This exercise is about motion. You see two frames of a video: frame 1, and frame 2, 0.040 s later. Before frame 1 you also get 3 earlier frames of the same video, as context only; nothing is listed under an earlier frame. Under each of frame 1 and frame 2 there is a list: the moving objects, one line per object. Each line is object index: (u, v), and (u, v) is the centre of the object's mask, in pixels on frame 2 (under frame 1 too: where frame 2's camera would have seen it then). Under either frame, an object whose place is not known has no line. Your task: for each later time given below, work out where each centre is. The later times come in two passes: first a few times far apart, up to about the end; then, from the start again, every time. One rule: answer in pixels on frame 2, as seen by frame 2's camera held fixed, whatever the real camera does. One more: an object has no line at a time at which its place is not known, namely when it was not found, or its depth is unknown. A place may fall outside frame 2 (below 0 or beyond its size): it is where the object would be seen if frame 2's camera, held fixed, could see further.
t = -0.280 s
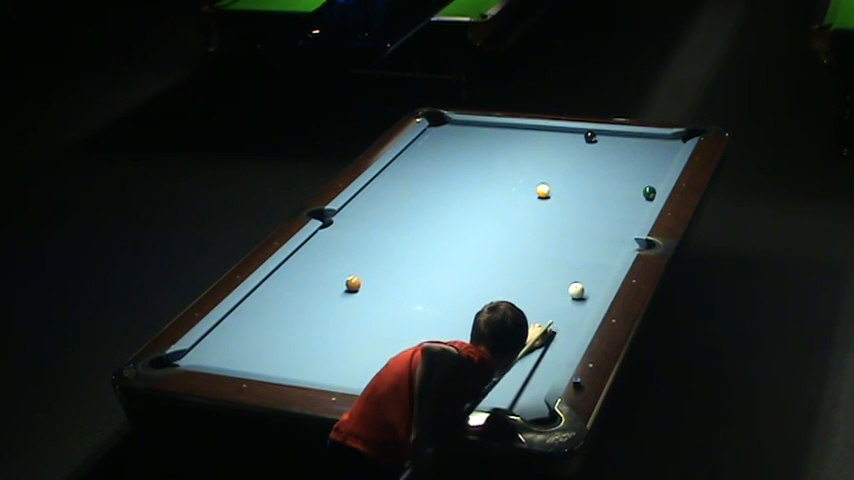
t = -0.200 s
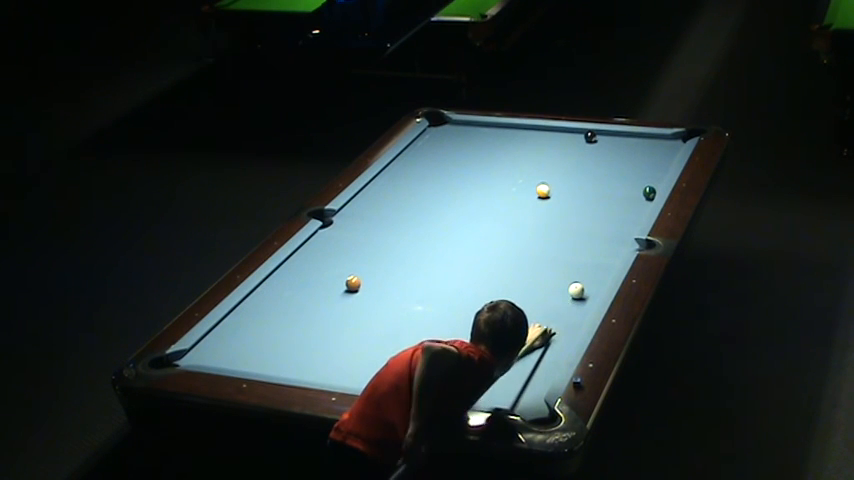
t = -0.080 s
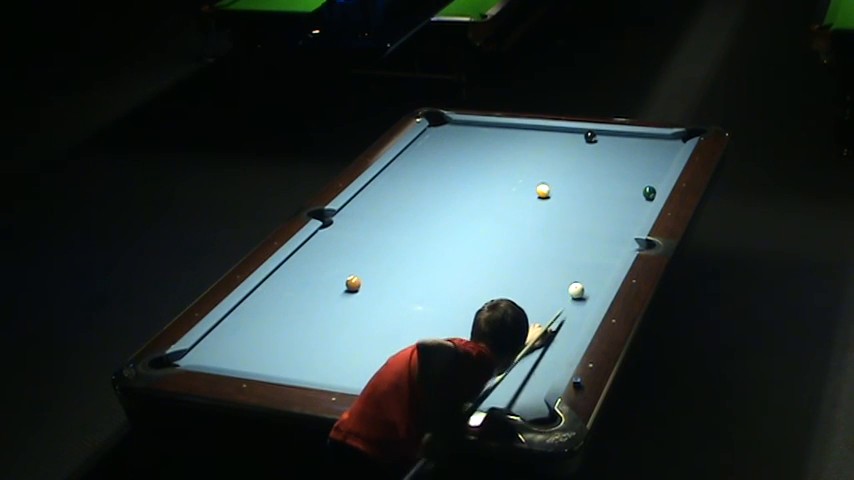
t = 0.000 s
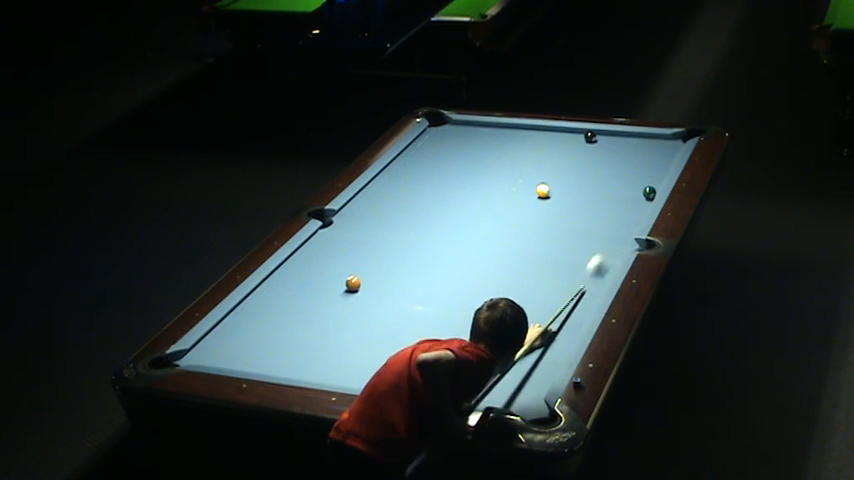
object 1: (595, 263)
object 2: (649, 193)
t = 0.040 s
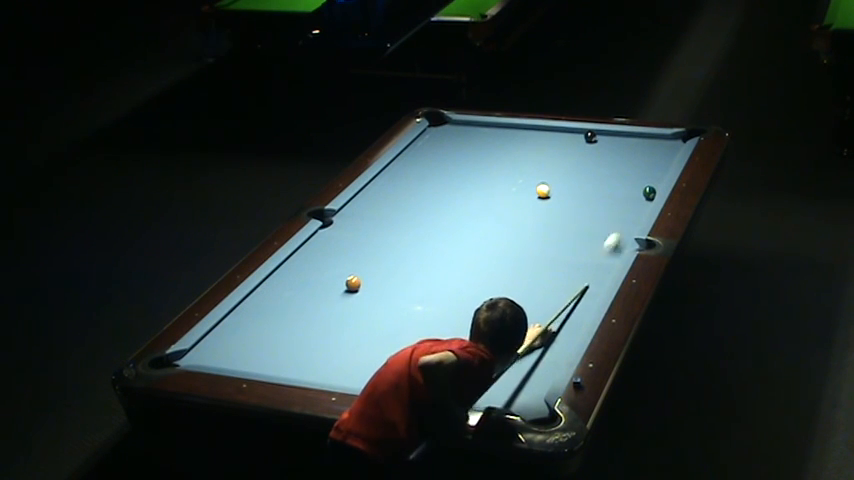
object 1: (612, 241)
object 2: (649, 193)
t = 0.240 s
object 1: (645, 196)
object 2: (670, 153)
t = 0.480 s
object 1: (631, 196)
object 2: (685, 137)
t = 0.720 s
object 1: (619, 197)
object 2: (679, 138)
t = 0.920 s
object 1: (610, 197)
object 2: (671, 137)
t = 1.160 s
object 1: (600, 197)
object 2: (664, 137)
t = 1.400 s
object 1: (591, 197)
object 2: (658, 138)
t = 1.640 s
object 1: (583, 197)
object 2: (654, 139)
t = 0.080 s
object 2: (649, 193)
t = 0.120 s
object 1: (641, 202)
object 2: (650, 192)
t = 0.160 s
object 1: (648, 196)
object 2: (654, 183)
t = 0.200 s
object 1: (647, 196)
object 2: (662, 167)
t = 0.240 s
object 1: (645, 196)
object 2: (670, 153)
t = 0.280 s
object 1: (643, 196)
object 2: (677, 139)
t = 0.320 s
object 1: (640, 196)
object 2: (687, 136)
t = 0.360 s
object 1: (638, 196)
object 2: (684, 136)
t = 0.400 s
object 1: (636, 196)
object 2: (683, 136)
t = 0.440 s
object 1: (633, 196)
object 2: (684, 137)
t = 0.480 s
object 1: (631, 196)
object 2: (685, 137)
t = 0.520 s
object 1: (629, 196)
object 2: (685, 138)
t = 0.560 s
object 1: (628, 196)
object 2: (683, 138)
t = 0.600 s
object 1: (625, 197)
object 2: (682, 138)
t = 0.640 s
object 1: (623, 196)
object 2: (680, 137)
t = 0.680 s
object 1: (621, 197)
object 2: (679, 137)
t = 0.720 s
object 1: (619, 197)
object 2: (679, 138)
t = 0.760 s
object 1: (617, 197)
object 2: (678, 137)
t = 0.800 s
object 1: (616, 197)
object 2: (677, 137)
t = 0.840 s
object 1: (614, 197)
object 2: (676, 137)
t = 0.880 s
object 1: (612, 197)
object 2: (674, 137)
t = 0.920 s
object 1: (610, 197)
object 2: (671, 137)
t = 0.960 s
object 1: (608, 197)
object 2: (670, 137)
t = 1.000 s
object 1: (606, 197)
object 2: (669, 137)
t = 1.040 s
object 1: (605, 197)
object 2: (668, 137)
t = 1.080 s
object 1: (603, 197)
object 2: (667, 137)
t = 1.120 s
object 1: (601, 197)
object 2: (665, 137)
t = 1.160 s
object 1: (600, 197)
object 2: (664, 137)
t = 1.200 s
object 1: (598, 197)
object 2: (663, 138)
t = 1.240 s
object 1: (597, 197)
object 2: (661, 137)
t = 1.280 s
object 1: (595, 197)
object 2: (660, 138)
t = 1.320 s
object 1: (594, 197)
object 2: (659, 138)
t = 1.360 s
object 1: (592, 197)
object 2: (658, 138)
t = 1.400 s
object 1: (591, 197)
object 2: (658, 138)
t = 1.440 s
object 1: (590, 197)
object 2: (657, 138)
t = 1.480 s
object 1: (588, 197)
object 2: (656, 138)
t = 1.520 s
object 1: (587, 197)
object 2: (655, 139)
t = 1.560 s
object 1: (585, 196)
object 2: (654, 139)
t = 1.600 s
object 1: (584, 196)
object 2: (654, 139)
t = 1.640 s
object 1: (583, 197)
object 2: (654, 139)
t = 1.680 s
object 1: (582, 197)
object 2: (653, 139)
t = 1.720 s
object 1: (581, 197)
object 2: (652, 139)
